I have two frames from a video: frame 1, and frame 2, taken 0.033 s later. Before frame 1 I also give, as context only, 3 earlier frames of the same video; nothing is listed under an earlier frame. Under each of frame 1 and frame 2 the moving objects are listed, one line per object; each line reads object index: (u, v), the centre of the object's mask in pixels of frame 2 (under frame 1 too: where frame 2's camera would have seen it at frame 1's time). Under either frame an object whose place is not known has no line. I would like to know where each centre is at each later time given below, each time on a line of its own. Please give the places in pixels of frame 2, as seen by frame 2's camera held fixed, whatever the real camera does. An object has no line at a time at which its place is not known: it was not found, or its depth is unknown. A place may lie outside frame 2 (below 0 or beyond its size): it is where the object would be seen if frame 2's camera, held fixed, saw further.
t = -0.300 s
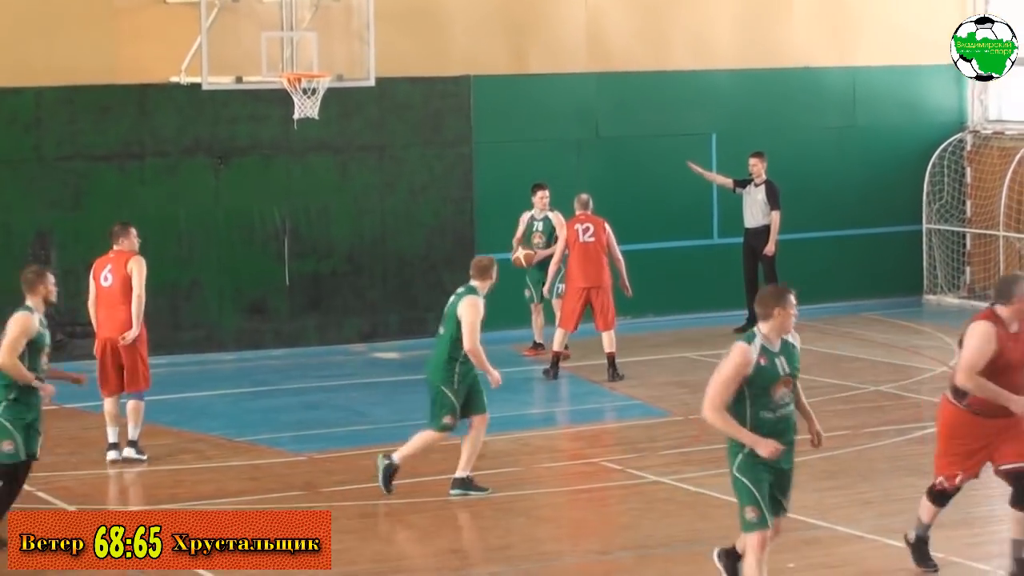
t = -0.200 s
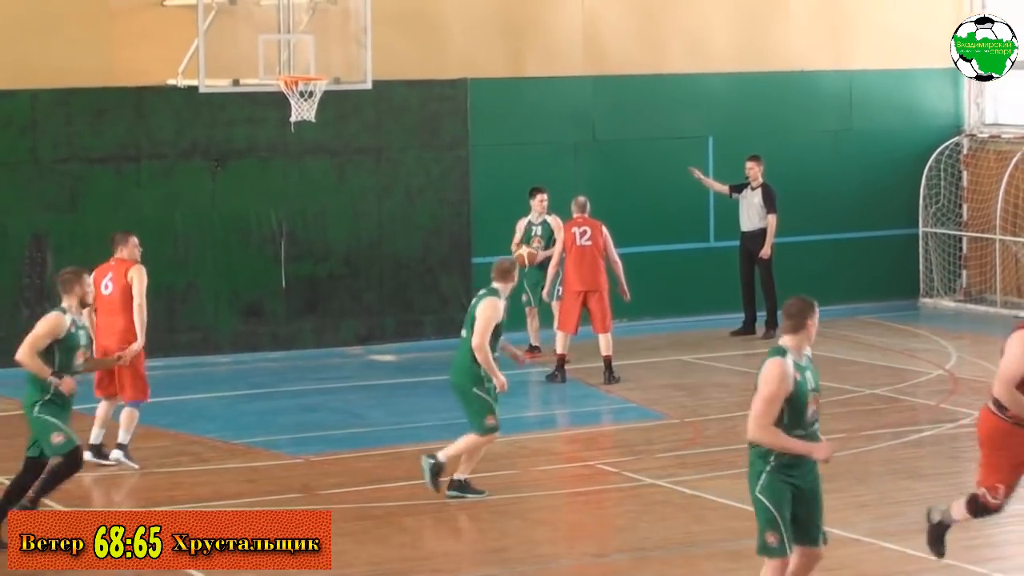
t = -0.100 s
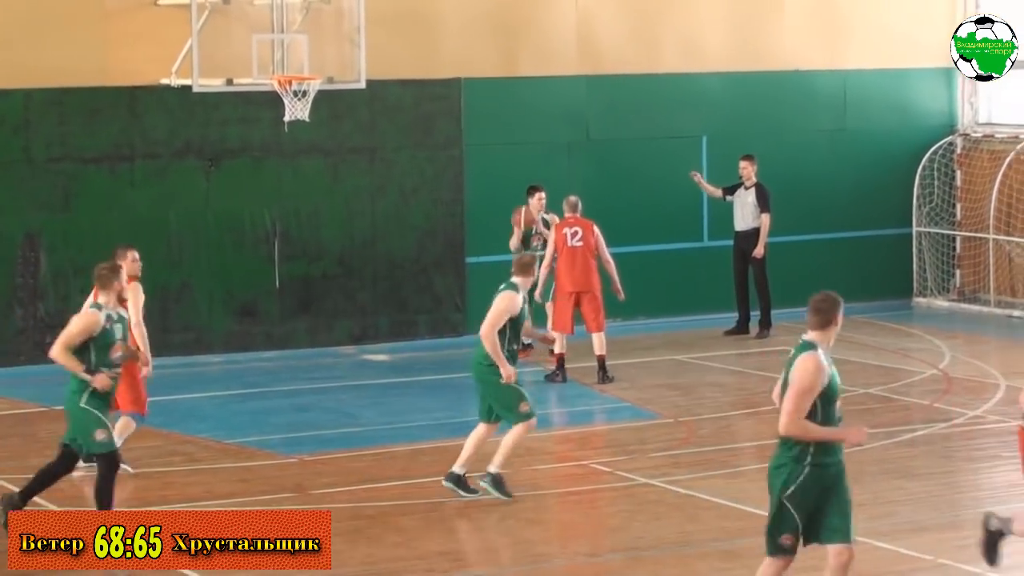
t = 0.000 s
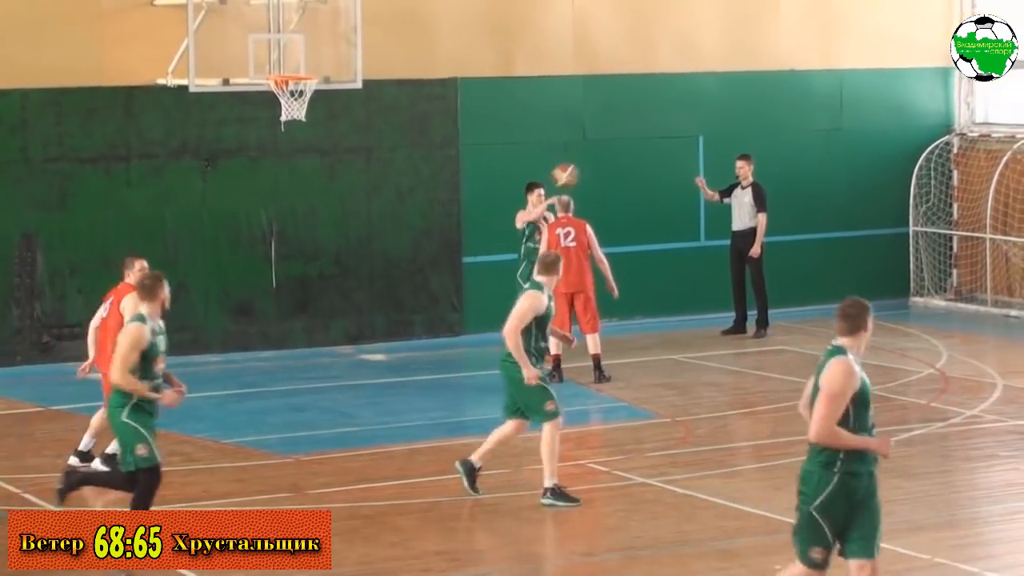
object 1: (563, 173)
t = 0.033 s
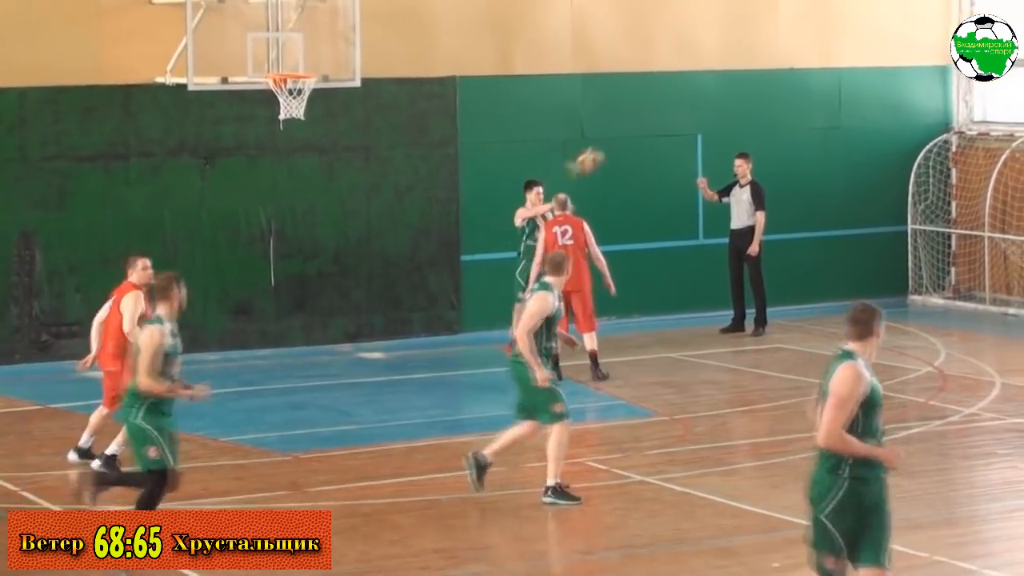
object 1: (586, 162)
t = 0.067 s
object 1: (611, 149)
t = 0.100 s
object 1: (633, 140)
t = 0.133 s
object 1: (656, 131)
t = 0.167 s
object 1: (680, 122)
